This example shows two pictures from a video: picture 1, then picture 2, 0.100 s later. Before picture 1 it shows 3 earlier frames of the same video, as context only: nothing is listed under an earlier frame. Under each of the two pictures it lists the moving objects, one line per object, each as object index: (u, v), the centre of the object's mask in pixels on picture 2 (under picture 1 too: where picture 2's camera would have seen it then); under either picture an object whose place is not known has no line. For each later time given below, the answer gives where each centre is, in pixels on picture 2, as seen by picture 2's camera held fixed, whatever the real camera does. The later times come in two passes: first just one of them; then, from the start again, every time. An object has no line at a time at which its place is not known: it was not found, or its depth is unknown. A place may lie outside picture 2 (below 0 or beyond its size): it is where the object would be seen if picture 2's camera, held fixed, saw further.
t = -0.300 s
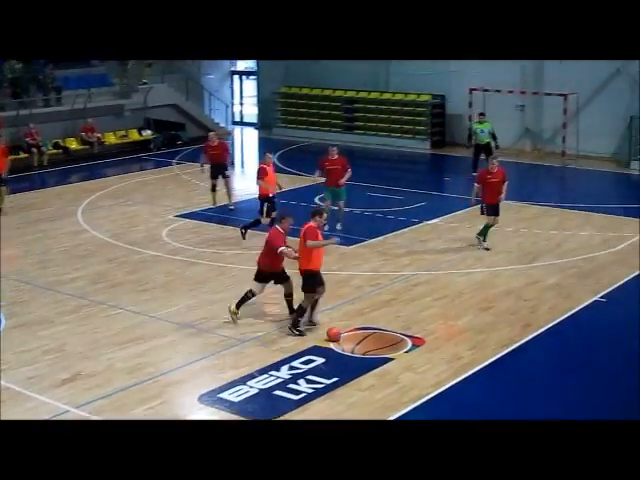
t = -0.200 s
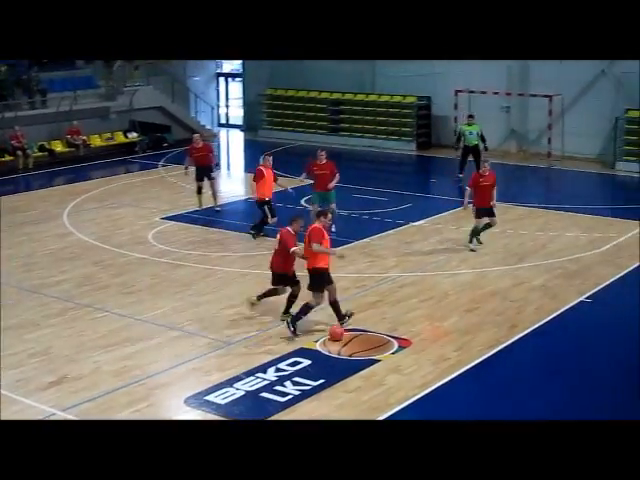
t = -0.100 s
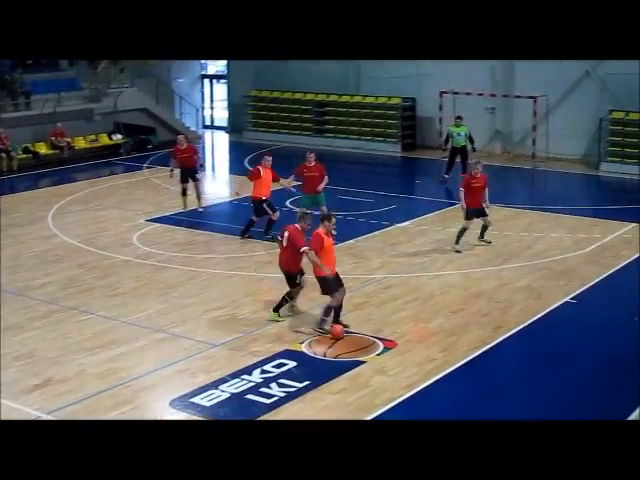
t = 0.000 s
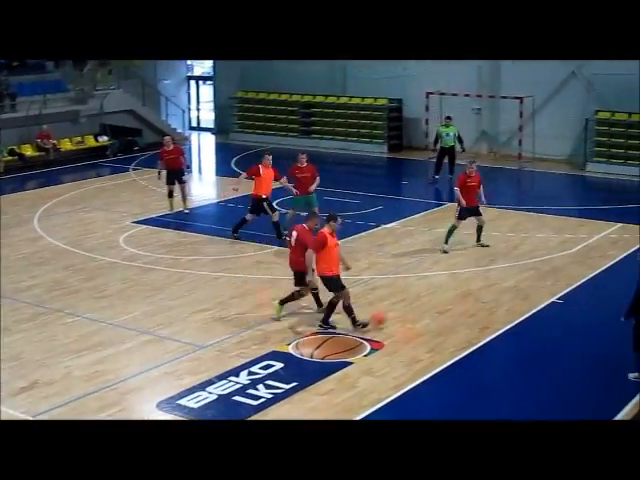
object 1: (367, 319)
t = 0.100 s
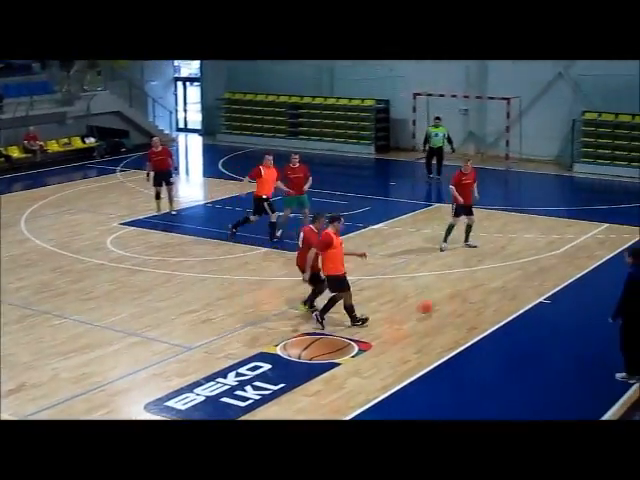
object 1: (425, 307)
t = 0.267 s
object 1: (508, 294)
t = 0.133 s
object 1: (444, 303)
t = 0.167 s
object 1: (462, 302)
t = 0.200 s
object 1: (478, 302)
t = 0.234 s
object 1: (494, 298)
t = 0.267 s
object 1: (508, 294)
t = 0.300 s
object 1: (521, 291)
